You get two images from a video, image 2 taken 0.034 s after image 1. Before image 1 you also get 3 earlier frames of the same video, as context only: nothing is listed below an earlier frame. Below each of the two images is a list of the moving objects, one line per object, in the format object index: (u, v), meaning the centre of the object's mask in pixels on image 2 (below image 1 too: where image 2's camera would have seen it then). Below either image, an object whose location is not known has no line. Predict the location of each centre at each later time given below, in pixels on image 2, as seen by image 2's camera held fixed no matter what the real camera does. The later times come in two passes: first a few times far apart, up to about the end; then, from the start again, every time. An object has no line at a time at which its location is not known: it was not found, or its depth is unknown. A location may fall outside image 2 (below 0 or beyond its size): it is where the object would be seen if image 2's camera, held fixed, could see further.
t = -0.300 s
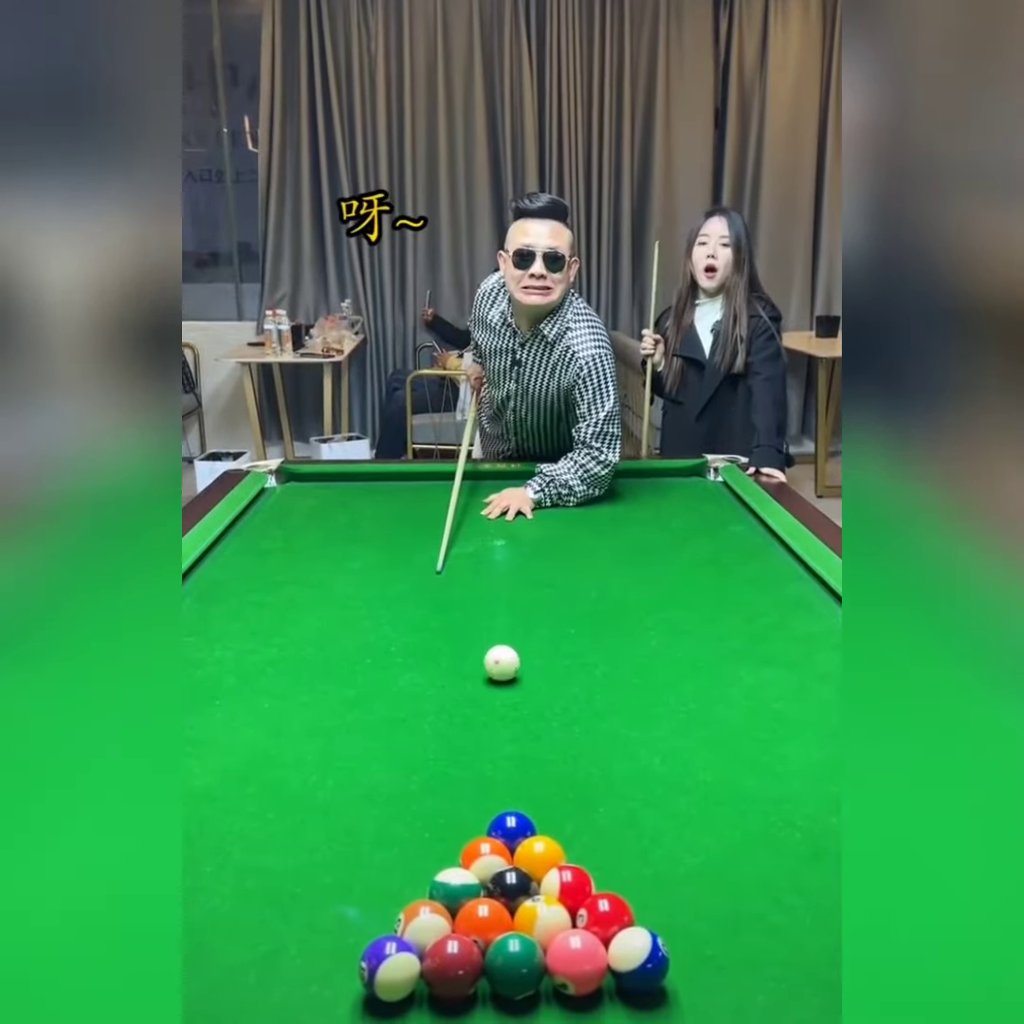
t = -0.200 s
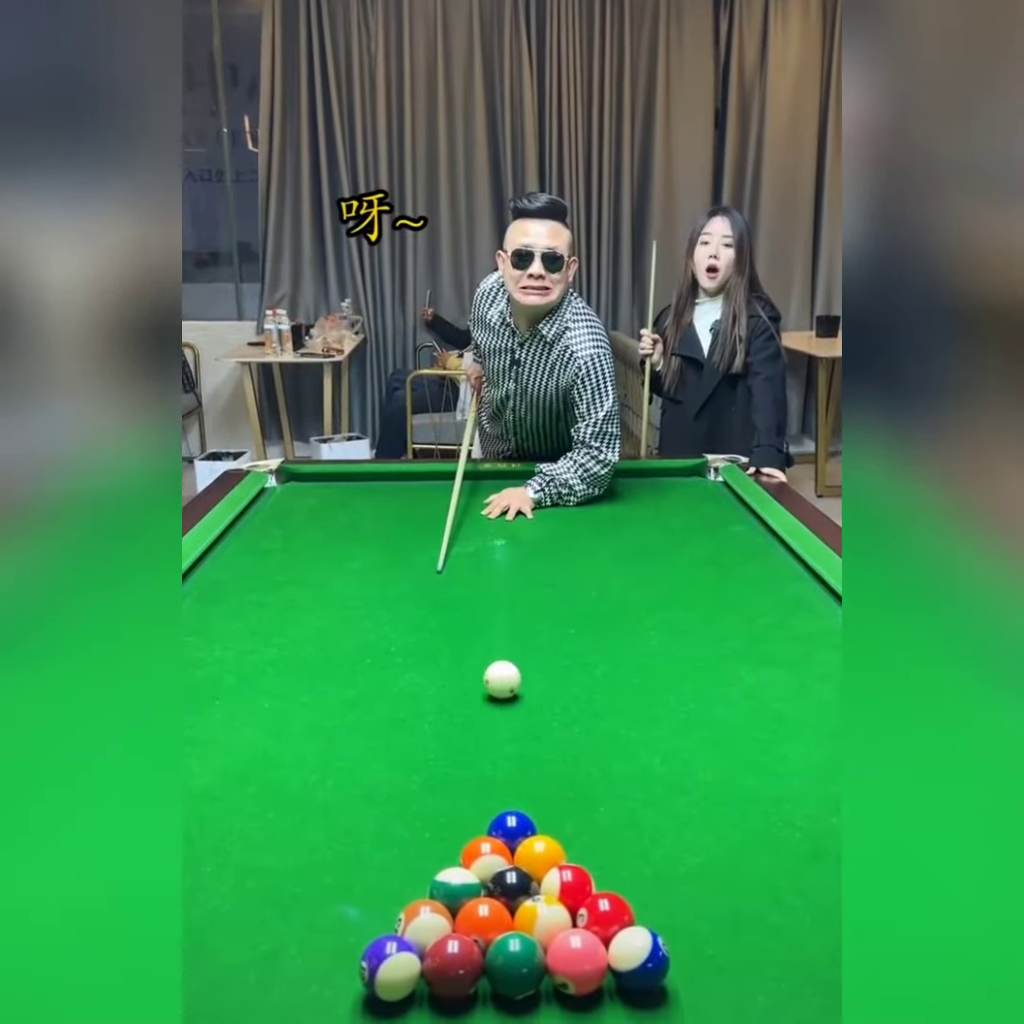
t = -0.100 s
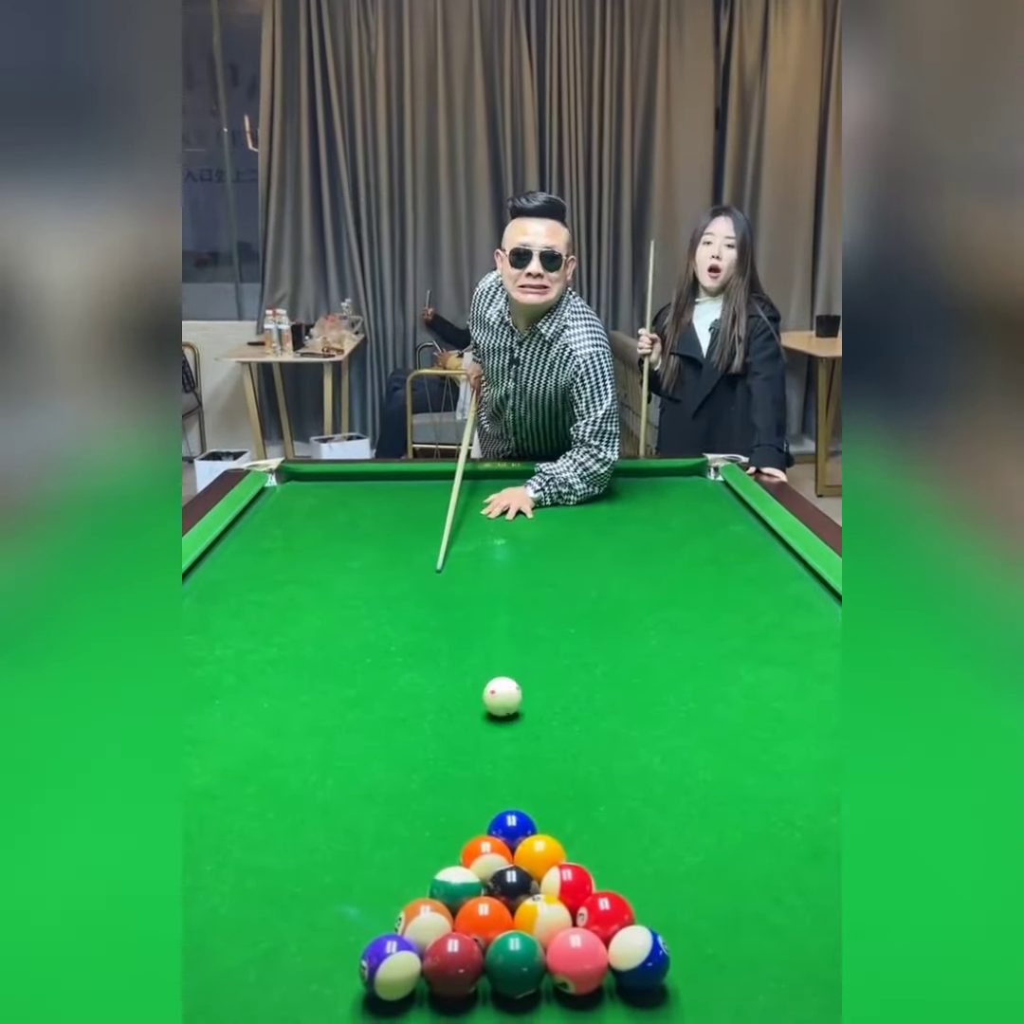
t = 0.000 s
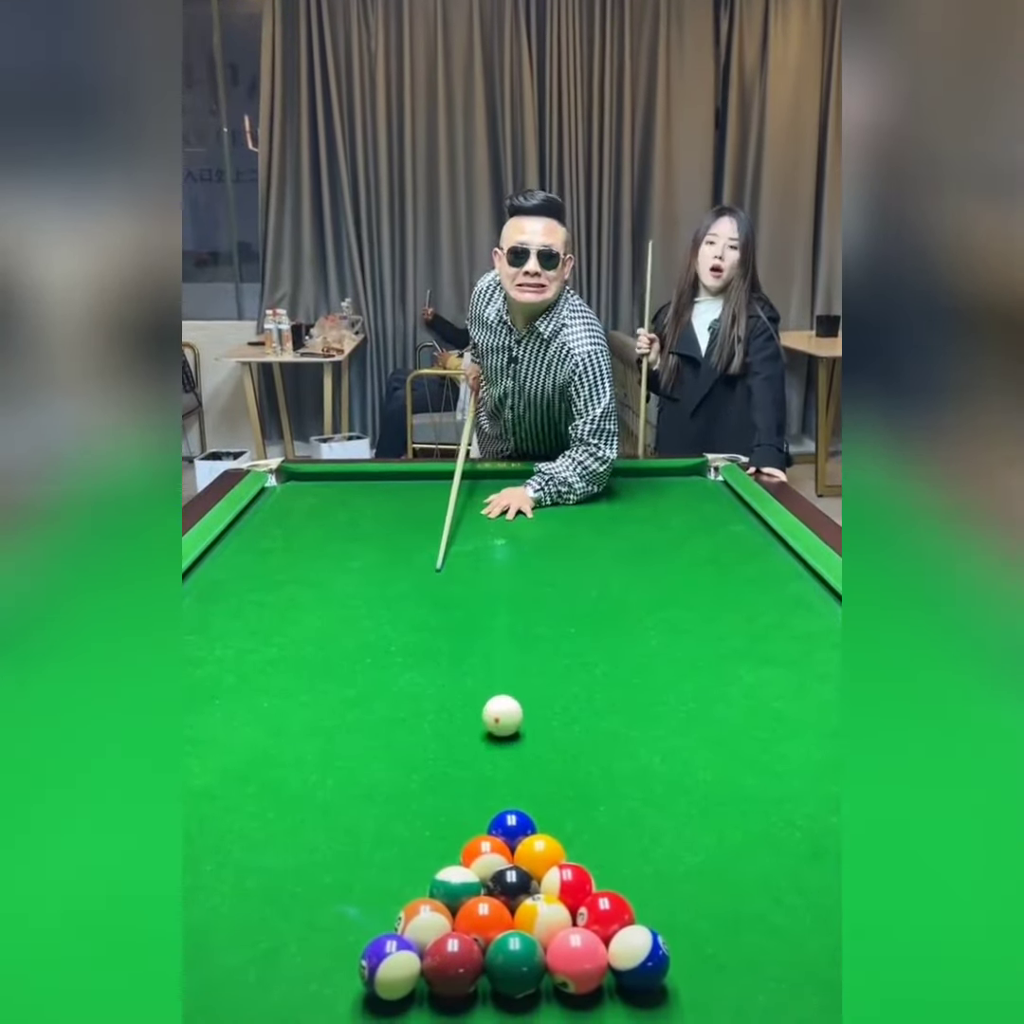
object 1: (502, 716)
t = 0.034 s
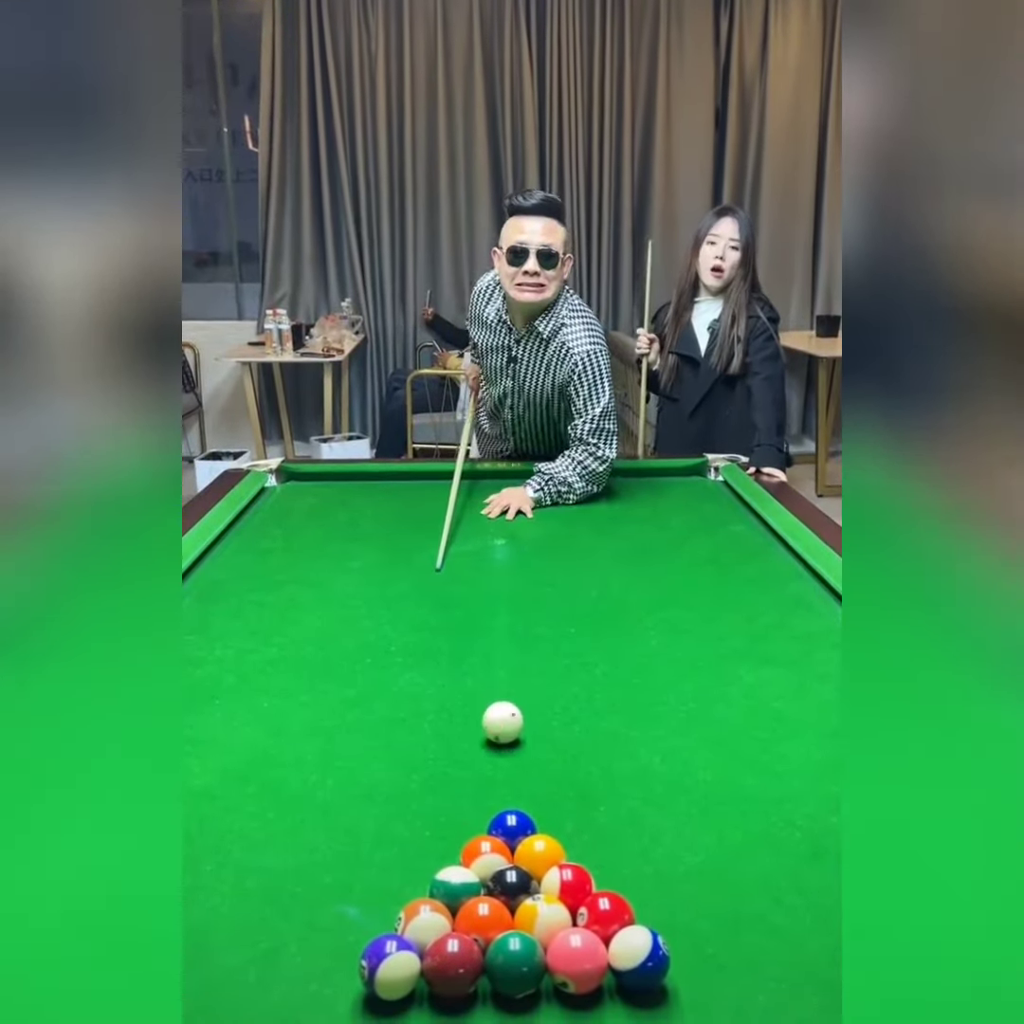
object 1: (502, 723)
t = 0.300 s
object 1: (502, 778)
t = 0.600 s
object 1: (488, 804)
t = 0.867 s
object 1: (473, 809)
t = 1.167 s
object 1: (466, 813)
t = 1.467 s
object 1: (463, 815)
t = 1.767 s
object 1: (464, 815)
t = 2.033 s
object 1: (464, 815)
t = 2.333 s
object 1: (464, 815)
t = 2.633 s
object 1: (463, 815)
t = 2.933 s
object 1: (463, 814)
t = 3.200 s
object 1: (463, 815)
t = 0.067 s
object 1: (502, 730)
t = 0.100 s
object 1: (502, 737)
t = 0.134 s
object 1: (503, 744)
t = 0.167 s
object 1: (503, 748)
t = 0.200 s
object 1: (502, 756)
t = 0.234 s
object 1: (502, 763)
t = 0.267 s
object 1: (503, 771)
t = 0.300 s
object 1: (502, 778)
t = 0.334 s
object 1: (502, 786)
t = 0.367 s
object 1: (502, 793)
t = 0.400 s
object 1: (501, 798)
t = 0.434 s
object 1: (500, 802)
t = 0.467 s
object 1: (497, 802)
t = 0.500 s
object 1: (495, 802)
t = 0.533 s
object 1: (492, 803)
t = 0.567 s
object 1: (490, 804)
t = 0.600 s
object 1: (488, 804)
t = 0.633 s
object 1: (485, 805)
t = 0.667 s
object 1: (483, 805)
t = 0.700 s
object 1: (481, 806)
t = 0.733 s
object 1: (479, 806)
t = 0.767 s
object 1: (478, 807)
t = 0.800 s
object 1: (476, 808)
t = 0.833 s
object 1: (474, 808)
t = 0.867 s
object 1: (473, 809)
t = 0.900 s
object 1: (472, 810)
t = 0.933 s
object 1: (471, 810)
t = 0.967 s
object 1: (470, 811)
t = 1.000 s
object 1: (469, 811)
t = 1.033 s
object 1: (468, 812)
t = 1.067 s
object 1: (467, 812)
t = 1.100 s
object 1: (467, 813)
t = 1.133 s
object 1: (466, 813)
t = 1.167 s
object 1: (466, 813)
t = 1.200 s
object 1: (465, 814)
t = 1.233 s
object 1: (465, 814)
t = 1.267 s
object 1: (464, 814)
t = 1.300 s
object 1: (464, 815)
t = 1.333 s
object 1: (464, 815)
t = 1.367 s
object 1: (463, 815)
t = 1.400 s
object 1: (463, 815)
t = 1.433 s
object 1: (463, 815)
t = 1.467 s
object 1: (463, 815)
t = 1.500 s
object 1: (463, 815)
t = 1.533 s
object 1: (463, 815)
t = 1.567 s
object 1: (463, 815)
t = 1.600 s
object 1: (463, 815)
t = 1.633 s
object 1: (463, 815)
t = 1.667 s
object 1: (463, 815)
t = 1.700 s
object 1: (463, 815)
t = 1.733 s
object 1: (464, 815)
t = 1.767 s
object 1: (464, 815)
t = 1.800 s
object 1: (464, 815)
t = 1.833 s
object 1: (464, 815)
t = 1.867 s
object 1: (464, 815)
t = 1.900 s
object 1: (464, 815)
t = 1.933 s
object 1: (464, 815)
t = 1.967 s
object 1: (463, 815)
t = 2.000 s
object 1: (463, 815)
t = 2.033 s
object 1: (464, 815)
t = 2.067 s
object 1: (464, 815)
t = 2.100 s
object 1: (464, 815)
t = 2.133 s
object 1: (464, 815)
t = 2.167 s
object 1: (464, 815)
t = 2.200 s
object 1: (464, 815)
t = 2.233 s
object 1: (464, 815)
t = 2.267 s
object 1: (464, 815)
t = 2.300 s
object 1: (464, 815)
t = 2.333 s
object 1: (464, 815)
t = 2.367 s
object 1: (463, 815)
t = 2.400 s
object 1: (463, 815)
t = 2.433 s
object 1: (463, 815)
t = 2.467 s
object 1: (463, 815)
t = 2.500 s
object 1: (463, 815)
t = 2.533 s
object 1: (463, 815)
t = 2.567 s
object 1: (463, 815)
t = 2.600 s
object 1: (463, 815)
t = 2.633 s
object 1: (463, 815)
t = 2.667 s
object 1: (463, 815)
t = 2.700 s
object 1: (463, 815)
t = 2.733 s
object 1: (463, 815)
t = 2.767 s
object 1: (463, 815)
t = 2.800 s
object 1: (463, 815)
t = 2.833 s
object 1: (463, 815)
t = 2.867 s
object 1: (463, 815)
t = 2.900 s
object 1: (463, 814)
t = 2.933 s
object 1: (463, 814)
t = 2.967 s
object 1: (463, 814)
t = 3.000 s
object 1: (464, 815)
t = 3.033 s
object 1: (464, 815)
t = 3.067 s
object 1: (463, 815)
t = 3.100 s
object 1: (464, 815)
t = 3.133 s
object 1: (463, 815)
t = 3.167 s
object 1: (463, 815)
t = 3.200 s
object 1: (463, 815)
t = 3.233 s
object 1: (463, 815)
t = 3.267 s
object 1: (463, 815)
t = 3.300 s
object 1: (463, 815)
